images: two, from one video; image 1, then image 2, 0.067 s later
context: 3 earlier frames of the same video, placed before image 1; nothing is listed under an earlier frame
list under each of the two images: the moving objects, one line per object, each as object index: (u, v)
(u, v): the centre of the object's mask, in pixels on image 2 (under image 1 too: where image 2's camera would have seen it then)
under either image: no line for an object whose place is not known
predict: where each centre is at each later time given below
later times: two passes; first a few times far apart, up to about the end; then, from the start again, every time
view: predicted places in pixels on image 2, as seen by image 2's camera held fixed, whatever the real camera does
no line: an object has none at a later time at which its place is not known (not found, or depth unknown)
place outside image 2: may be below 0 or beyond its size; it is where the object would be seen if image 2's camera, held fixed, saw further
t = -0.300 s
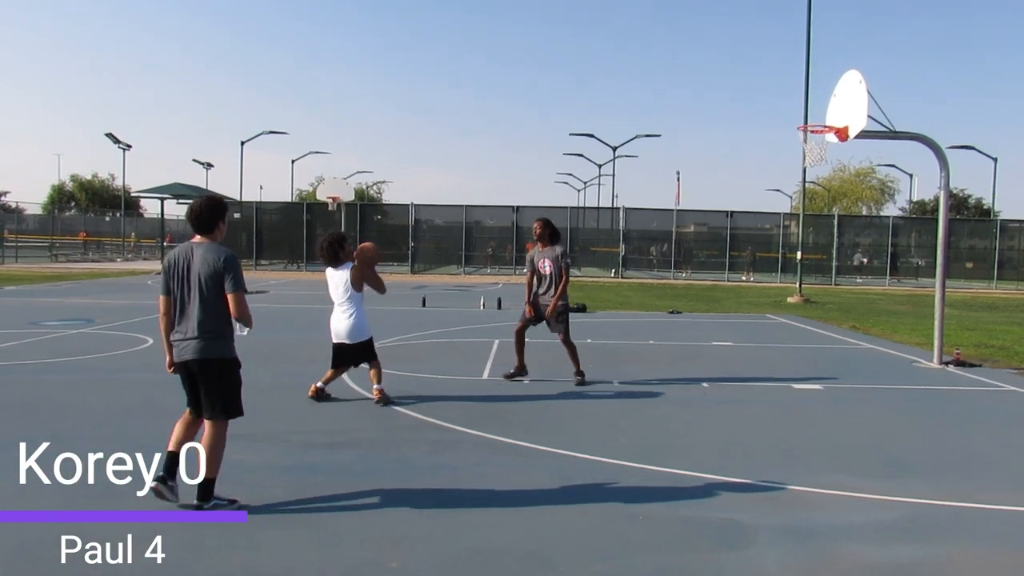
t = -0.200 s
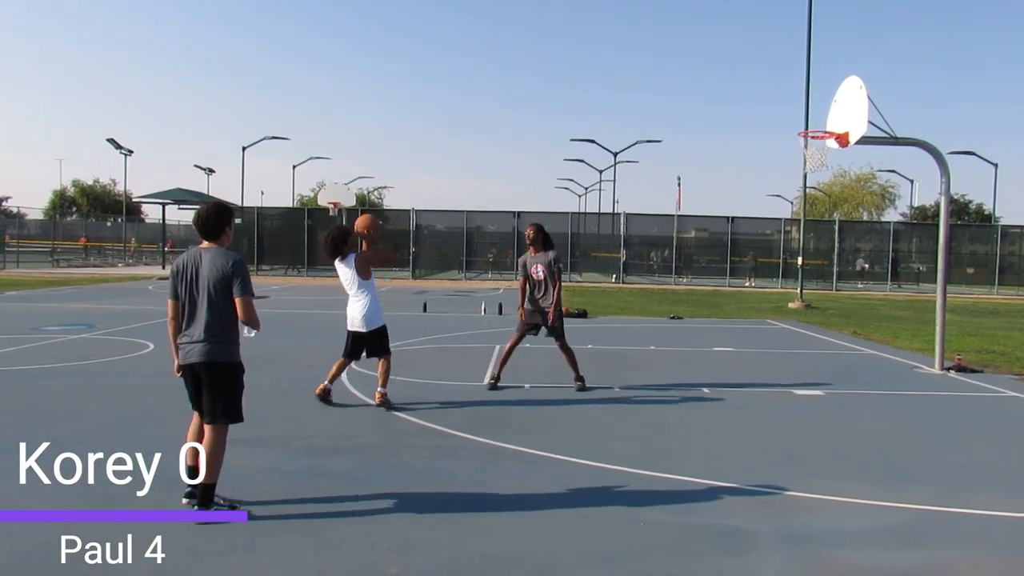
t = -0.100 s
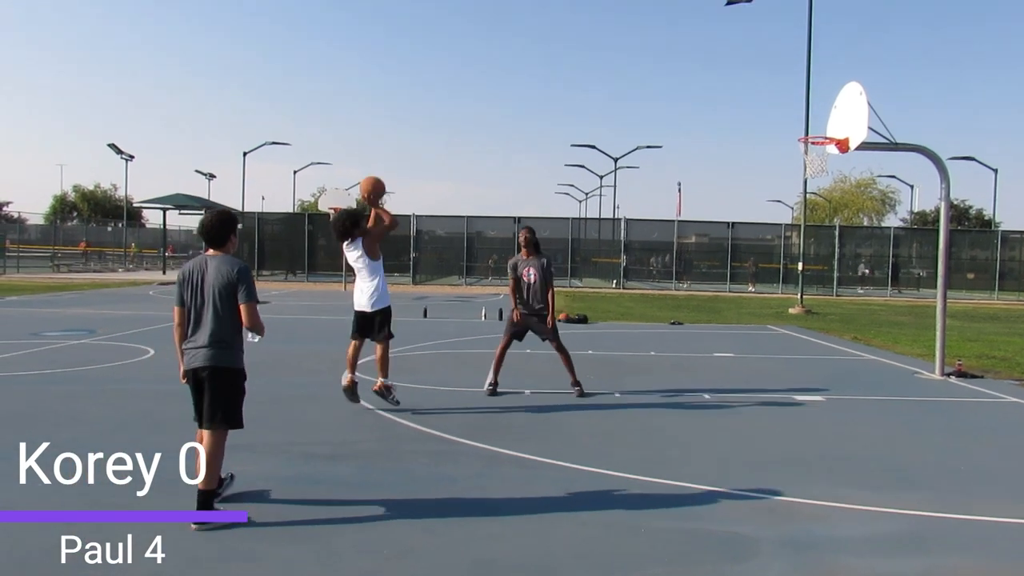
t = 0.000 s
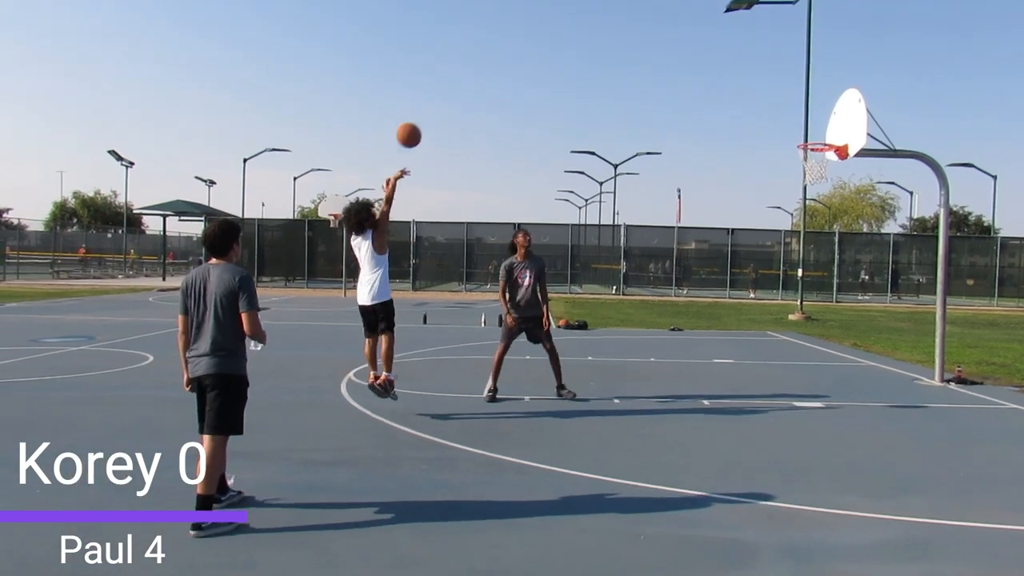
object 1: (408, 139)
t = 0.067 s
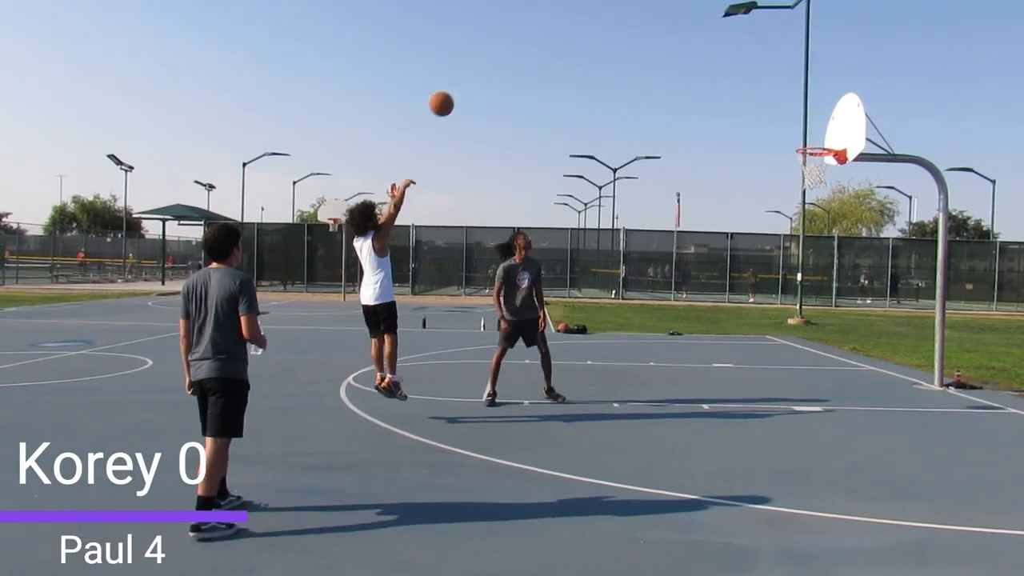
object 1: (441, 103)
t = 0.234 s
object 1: (518, 39)
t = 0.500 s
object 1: (624, 2)
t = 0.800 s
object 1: (722, 33)
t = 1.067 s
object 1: (792, 116)
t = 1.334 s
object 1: (814, 133)
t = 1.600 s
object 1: (787, 125)
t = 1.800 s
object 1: (764, 154)
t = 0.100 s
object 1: (457, 88)
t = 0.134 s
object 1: (473, 74)
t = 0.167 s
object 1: (489, 61)
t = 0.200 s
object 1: (504, 50)
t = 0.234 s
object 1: (518, 39)
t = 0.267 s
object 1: (533, 30)
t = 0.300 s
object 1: (547, 23)
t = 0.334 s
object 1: (561, 16)
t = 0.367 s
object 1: (574, 11)
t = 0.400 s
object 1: (587, 7)
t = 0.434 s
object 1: (599, 4)
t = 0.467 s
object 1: (612, 3)
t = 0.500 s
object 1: (624, 2)
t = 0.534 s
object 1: (636, 1)
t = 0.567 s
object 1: (648, 2)
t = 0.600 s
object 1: (659, 3)
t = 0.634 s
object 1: (670, 6)
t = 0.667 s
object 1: (680, 9)
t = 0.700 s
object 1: (691, 14)
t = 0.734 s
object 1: (701, 19)
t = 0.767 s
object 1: (711, 26)
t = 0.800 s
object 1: (722, 33)
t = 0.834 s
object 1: (731, 41)
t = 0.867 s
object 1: (740, 49)
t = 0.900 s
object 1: (750, 59)
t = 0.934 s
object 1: (759, 69)
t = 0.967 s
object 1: (767, 80)
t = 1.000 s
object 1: (776, 91)
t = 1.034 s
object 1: (784, 103)
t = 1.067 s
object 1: (792, 116)
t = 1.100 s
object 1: (800, 129)
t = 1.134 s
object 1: (807, 140)
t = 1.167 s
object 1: (813, 141)
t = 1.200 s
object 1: (817, 143)
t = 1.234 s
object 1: (823, 145)
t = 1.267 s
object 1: (820, 142)
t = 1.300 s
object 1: (817, 137)
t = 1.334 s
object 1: (814, 133)
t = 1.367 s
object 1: (811, 129)
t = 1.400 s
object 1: (807, 126)
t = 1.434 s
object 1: (804, 123)
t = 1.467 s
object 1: (801, 122)
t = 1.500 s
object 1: (797, 121)
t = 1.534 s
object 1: (794, 122)
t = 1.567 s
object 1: (790, 123)
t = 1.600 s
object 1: (787, 125)
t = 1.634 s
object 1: (783, 127)
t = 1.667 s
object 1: (780, 131)
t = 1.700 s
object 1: (776, 136)
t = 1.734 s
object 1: (772, 141)
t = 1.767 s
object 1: (768, 147)
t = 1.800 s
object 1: (764, 154)
